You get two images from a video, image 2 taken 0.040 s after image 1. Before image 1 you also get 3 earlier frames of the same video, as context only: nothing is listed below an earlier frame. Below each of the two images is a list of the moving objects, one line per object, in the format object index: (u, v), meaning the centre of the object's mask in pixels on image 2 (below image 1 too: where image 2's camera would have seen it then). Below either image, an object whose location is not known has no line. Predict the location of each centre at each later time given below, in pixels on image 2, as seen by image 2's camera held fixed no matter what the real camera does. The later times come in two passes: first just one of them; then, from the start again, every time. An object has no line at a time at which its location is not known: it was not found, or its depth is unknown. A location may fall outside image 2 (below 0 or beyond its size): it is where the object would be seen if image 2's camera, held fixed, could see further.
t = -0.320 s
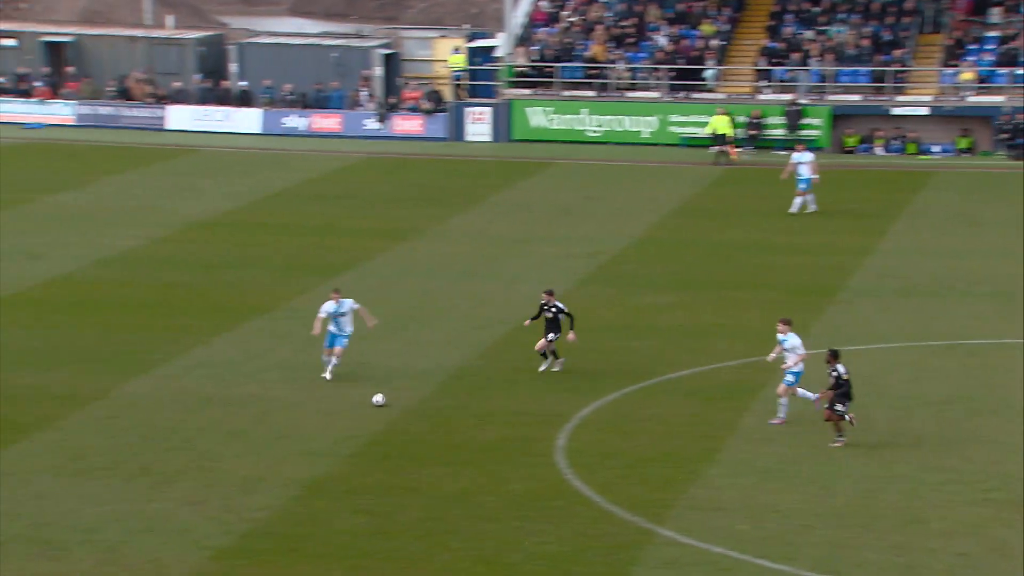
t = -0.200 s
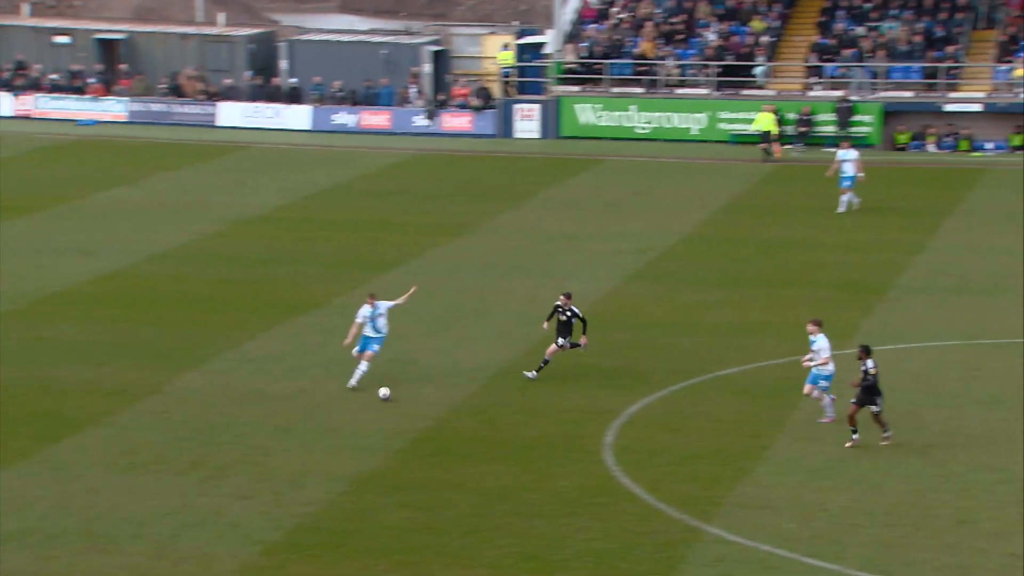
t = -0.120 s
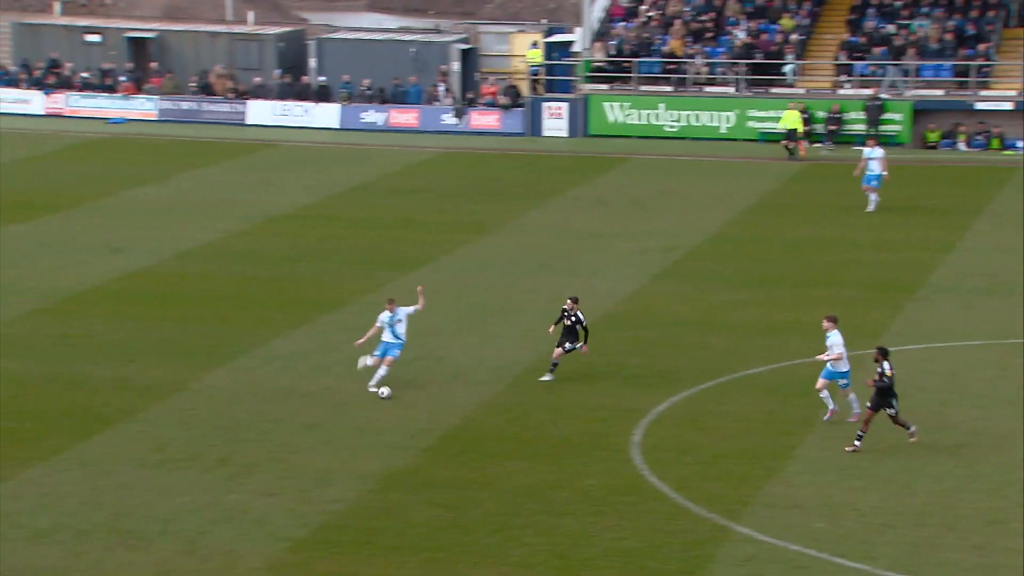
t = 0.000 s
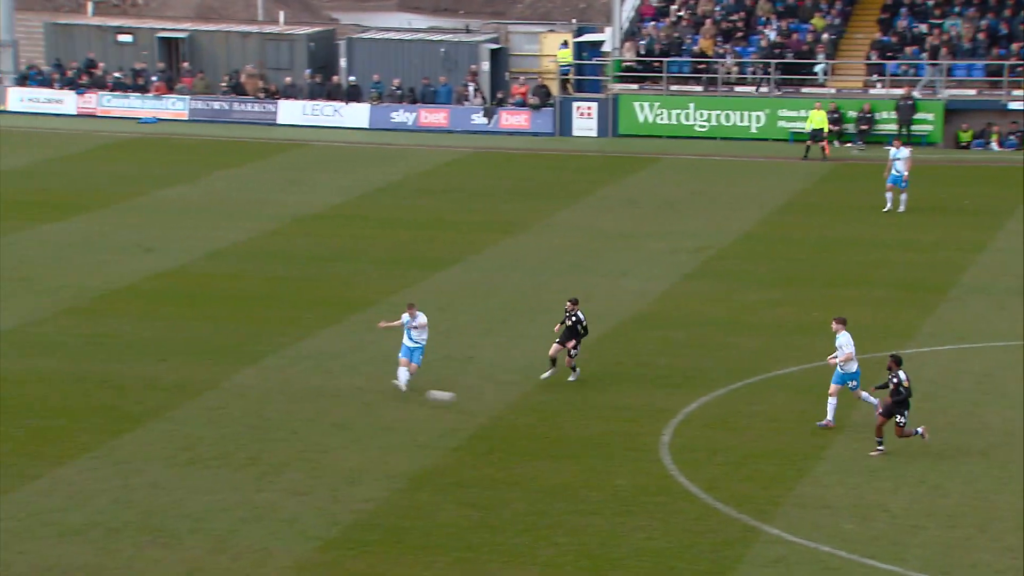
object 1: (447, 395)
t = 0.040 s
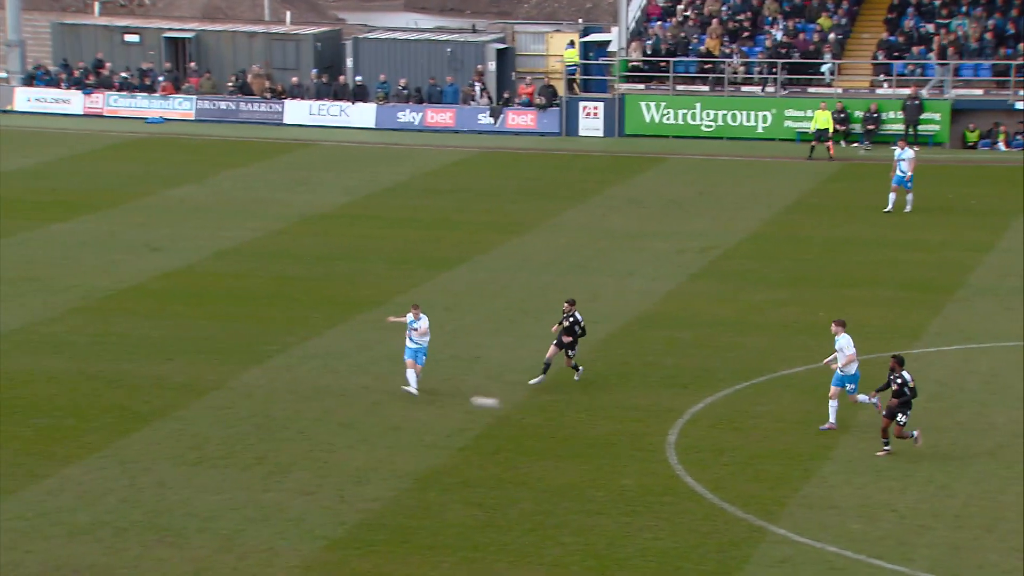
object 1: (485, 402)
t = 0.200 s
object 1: (653, 438)
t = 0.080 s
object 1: (526, 408)
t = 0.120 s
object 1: (568, 417)
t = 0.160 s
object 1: (610, 426)
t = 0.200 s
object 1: (653, 438)
